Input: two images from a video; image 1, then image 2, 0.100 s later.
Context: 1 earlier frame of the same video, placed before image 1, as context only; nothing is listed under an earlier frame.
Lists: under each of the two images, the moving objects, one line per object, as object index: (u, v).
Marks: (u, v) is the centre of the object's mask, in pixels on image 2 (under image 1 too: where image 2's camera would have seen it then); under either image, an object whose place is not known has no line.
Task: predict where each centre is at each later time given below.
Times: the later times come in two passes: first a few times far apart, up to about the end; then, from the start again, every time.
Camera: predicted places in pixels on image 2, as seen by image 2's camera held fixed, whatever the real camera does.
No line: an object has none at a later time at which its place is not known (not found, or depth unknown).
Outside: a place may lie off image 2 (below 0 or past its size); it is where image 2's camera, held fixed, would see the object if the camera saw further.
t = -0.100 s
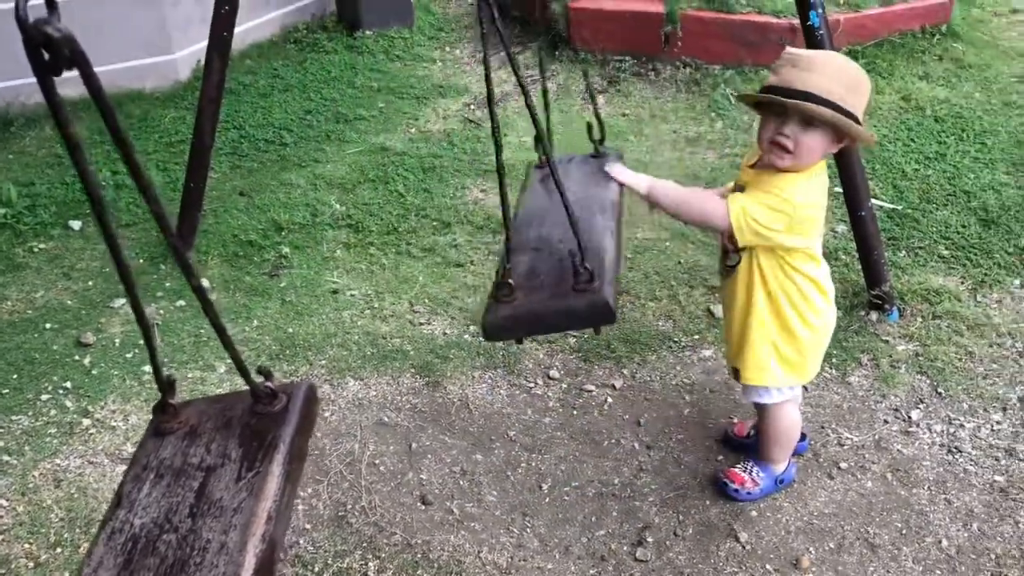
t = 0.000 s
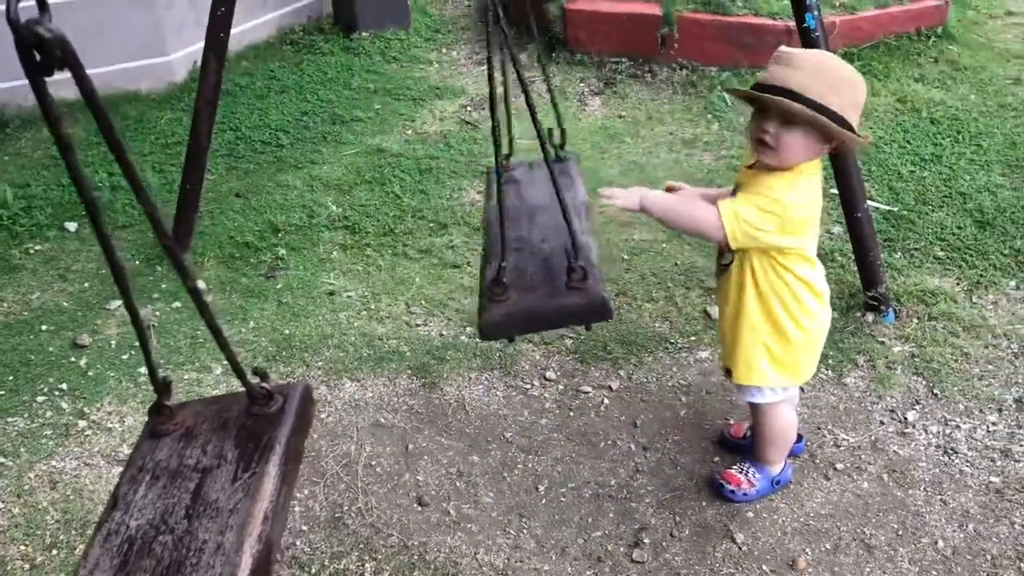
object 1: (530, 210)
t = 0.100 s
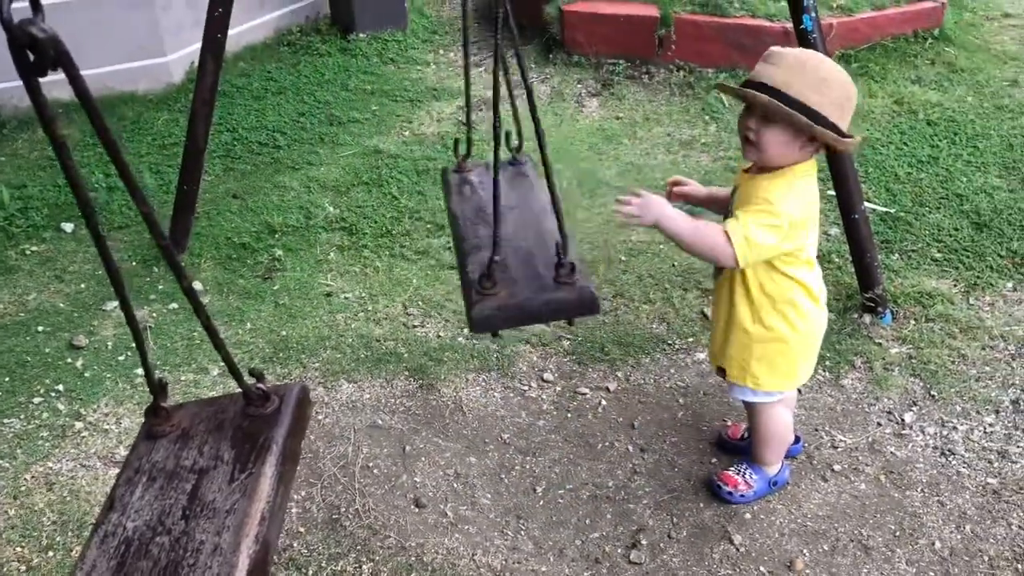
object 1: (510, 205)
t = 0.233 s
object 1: (479, 193)
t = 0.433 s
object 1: (419, 190)
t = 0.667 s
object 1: (353, 169)
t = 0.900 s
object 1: (304, 159)
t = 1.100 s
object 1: (317, 170)
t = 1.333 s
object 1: (332, 168)
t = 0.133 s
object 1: (503, 201)
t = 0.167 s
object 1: (496, 196)
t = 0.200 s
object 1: (488, 195)
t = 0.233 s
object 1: (479, 193)
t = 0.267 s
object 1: (470, 192)
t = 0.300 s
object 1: (460, 192)
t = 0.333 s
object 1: (449, 190)
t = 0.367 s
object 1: (439, 190)
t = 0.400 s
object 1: (429, 190)
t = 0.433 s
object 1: (419, 190)
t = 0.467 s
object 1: (409, 188)
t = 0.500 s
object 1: (399, 182)
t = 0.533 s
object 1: (391, 180)
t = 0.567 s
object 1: (383, 183)
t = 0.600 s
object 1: (373, 181)
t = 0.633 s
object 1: (362, 174)
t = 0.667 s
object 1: (353, 169)
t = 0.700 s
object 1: (344, 167)
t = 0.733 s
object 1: (336, 165)
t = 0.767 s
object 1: (327, 163)
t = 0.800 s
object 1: (320, 161)
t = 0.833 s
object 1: (314, 160)
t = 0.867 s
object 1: (309, 159)
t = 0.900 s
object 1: (304, 159)
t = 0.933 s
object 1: (300, 158)
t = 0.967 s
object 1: (310, 170)
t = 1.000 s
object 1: (312, 172)
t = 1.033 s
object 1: (312, 172)
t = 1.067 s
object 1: (315, 172)
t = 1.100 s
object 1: (317, 170)
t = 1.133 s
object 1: (318, 169)
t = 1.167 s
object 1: (321, 169)
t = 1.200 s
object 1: (322, 170)
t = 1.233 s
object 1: (325, 168)
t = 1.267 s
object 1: (327, 169)
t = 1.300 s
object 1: (328, 167)
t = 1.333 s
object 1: (332, 168)
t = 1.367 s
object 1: (336, 166)
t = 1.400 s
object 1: (339, 165)
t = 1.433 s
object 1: (331, 163)
